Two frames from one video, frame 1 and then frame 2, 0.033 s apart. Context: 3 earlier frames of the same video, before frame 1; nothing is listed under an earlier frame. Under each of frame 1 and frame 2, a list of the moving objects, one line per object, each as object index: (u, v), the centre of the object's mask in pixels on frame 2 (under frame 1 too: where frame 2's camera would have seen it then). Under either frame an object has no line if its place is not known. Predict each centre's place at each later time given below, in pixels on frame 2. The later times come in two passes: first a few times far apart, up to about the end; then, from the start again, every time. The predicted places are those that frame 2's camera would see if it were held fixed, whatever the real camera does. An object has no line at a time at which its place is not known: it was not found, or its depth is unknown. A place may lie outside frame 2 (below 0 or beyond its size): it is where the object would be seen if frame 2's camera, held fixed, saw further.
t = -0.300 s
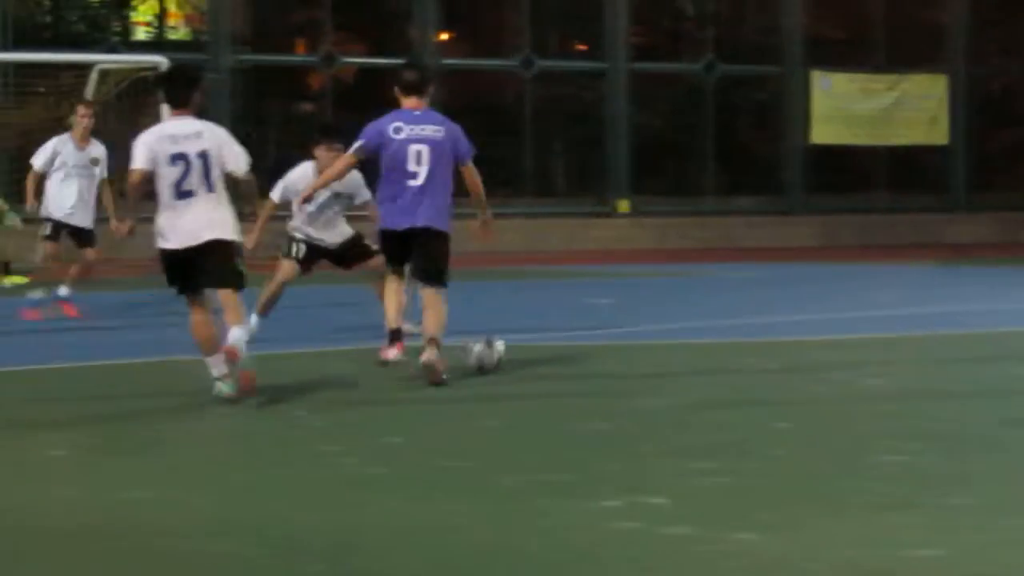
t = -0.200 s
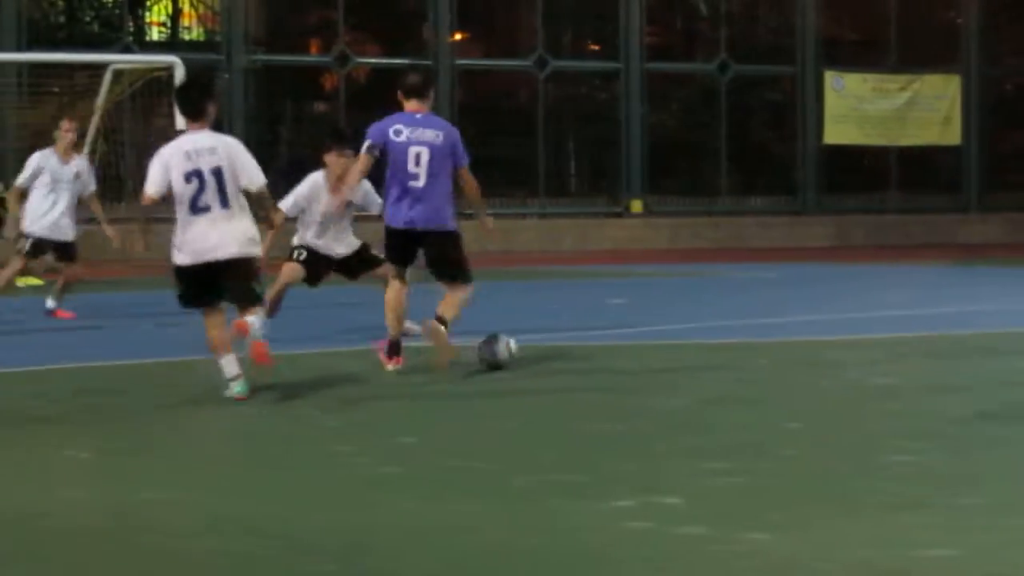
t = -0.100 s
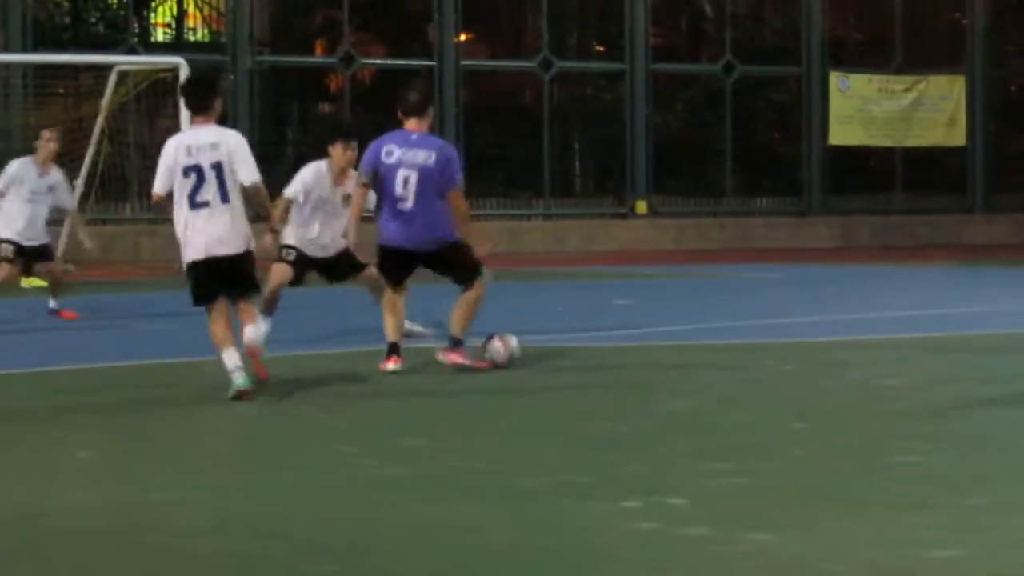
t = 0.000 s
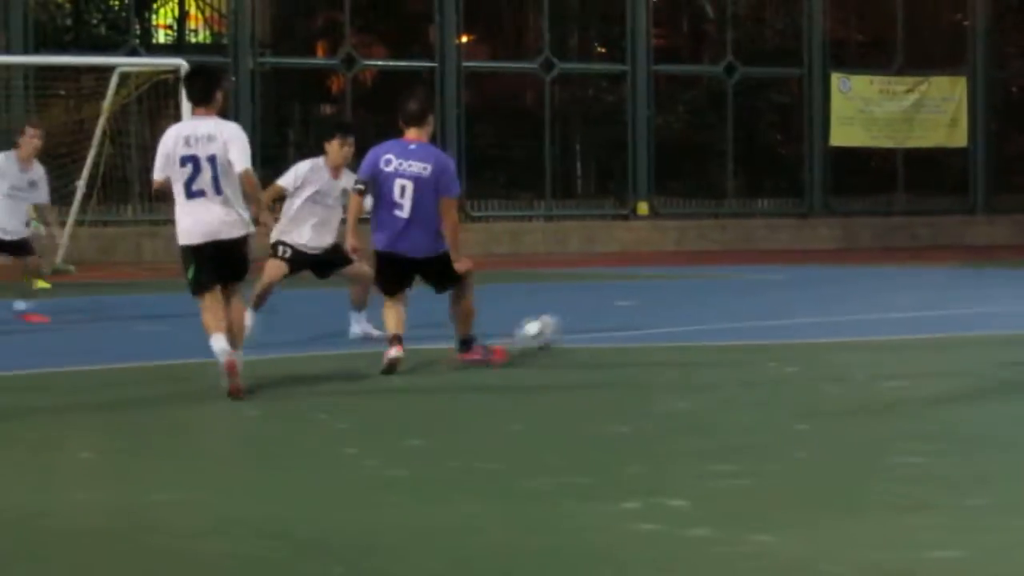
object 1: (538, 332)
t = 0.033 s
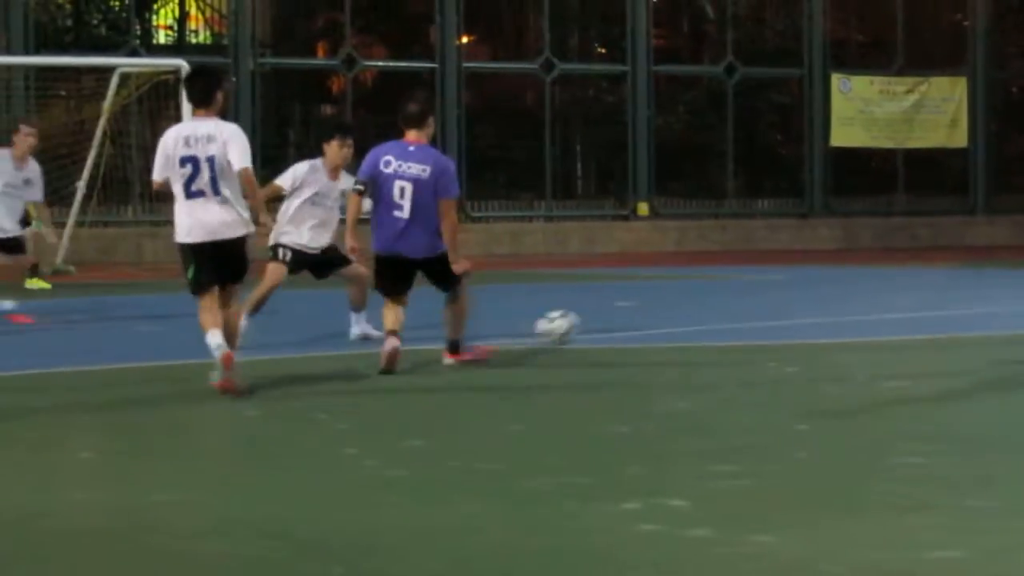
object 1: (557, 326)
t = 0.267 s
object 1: (663, 317)
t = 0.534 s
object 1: (723, 306)
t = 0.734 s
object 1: (757, 305)
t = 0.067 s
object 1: (574, 323)
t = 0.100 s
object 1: (592, 322)
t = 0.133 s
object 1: (610, 321)
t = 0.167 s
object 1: (626, 323)
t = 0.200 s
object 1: (644, 328)
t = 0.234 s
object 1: (653, 324)
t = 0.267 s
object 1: (663, 317)
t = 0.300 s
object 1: (671, 312)
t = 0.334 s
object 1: (678, 310)
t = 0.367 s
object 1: (685, 309)
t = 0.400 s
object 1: (695, 308)
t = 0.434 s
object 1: (703, 310)
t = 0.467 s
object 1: (711, 314)
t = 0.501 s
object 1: (718, 312)
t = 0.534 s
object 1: (723, 306)
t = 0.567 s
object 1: (728, 302)
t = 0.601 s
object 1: (734, 301)
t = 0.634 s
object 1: (740, 300)
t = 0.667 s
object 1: (744, 301)
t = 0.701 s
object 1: (750, 302)
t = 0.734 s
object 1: (757, 305)
